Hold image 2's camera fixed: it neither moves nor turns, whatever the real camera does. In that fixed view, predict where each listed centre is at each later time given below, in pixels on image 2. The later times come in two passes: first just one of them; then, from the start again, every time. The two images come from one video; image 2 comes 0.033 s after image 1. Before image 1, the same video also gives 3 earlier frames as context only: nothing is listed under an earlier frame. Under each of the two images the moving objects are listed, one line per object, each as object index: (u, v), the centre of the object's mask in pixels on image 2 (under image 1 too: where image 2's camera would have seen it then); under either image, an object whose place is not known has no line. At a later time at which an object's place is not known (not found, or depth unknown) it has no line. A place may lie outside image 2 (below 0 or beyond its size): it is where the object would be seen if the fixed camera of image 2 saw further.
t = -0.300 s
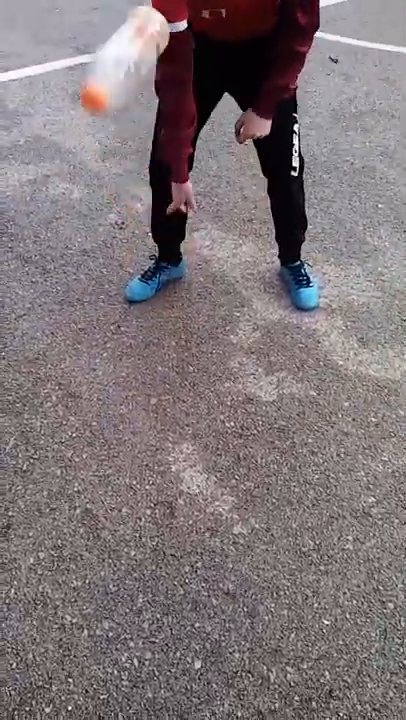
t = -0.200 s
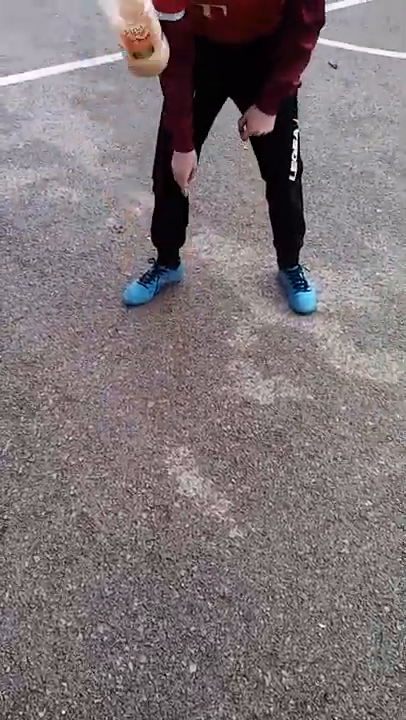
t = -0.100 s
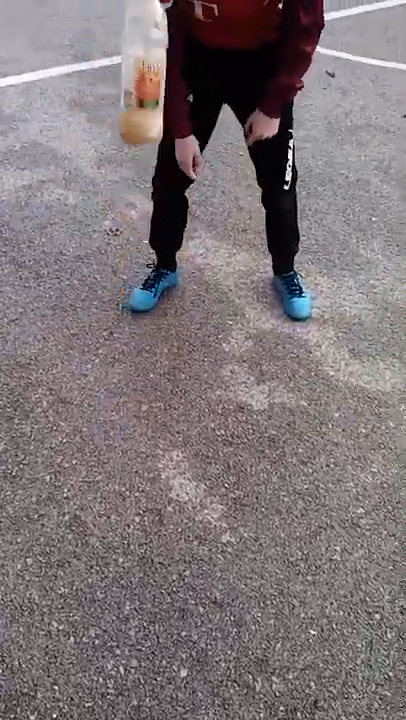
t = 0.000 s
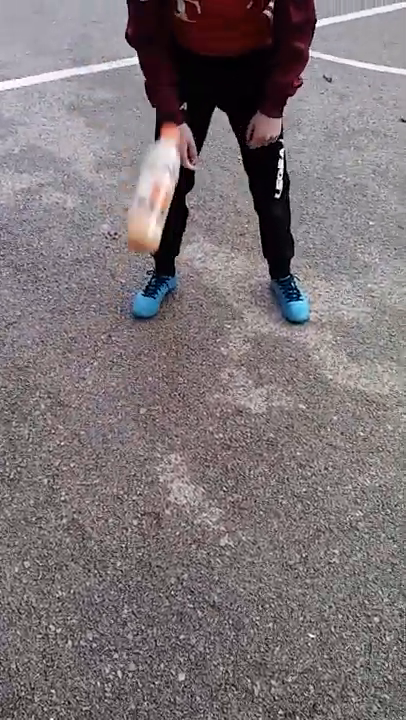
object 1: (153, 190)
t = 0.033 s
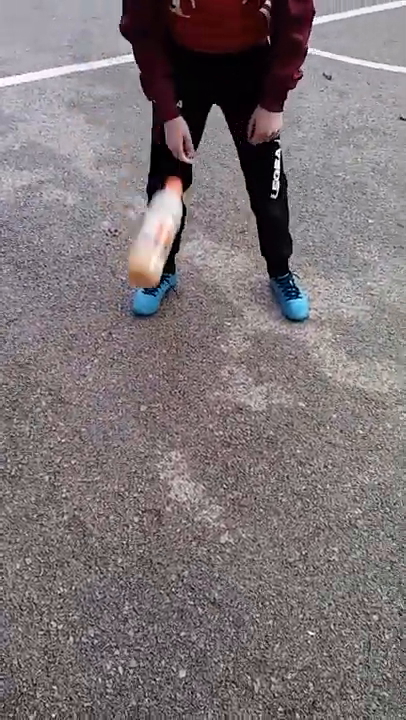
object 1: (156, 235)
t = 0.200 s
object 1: (160, 439)
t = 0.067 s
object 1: (157, 281)
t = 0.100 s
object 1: (158, 324)
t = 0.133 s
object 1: (160, 364)
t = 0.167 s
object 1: (160, 404)
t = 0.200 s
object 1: (160, 439)
